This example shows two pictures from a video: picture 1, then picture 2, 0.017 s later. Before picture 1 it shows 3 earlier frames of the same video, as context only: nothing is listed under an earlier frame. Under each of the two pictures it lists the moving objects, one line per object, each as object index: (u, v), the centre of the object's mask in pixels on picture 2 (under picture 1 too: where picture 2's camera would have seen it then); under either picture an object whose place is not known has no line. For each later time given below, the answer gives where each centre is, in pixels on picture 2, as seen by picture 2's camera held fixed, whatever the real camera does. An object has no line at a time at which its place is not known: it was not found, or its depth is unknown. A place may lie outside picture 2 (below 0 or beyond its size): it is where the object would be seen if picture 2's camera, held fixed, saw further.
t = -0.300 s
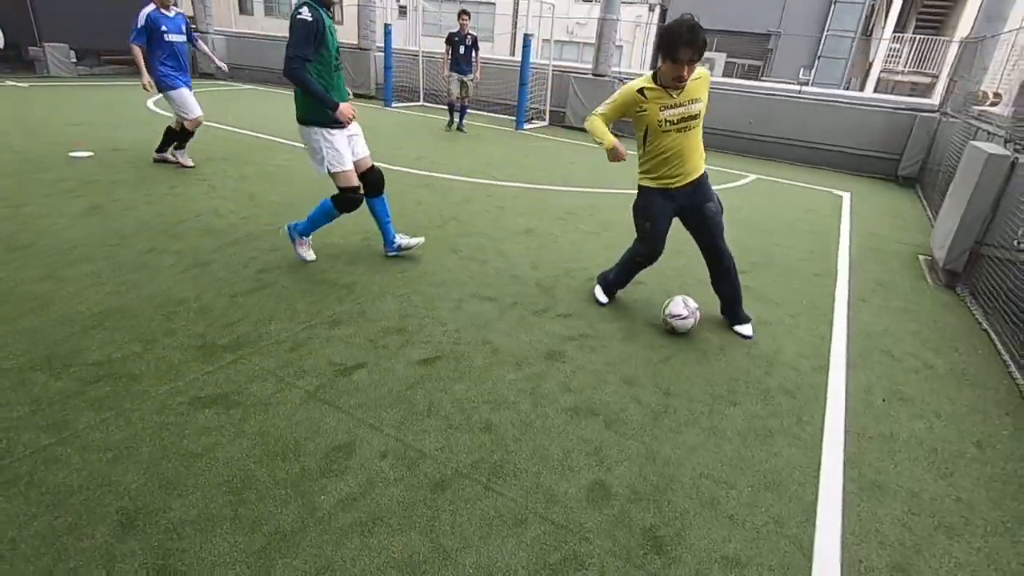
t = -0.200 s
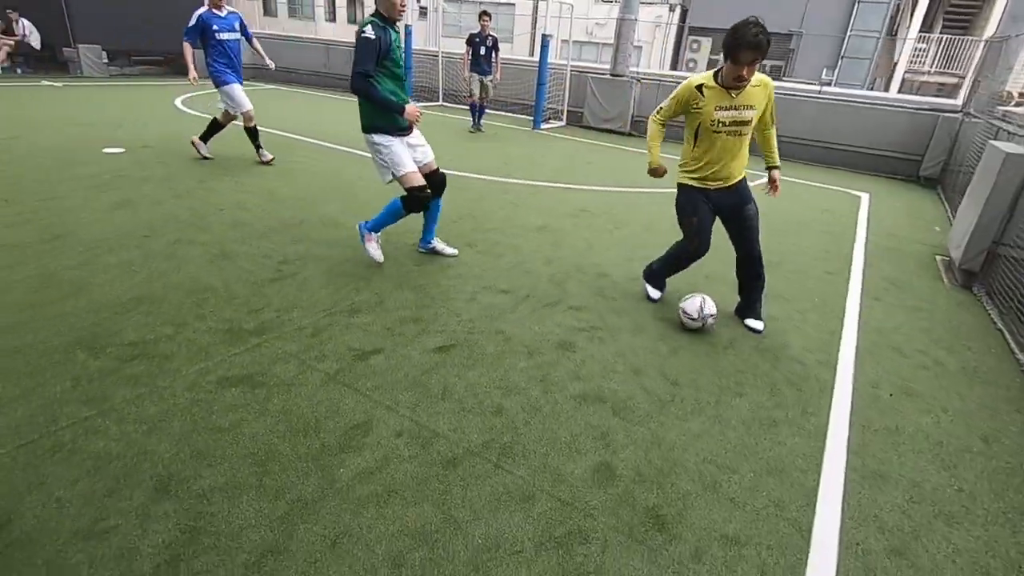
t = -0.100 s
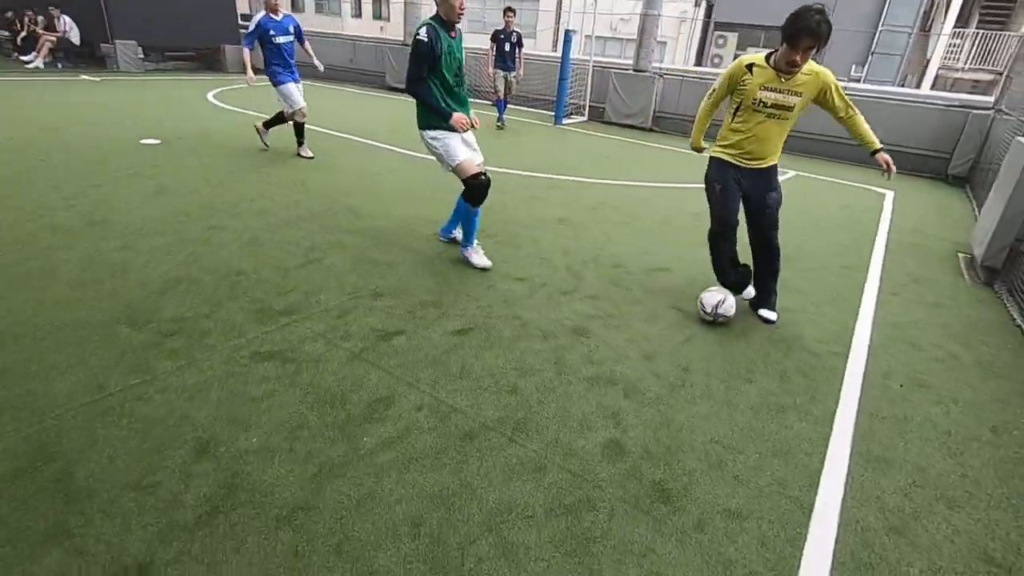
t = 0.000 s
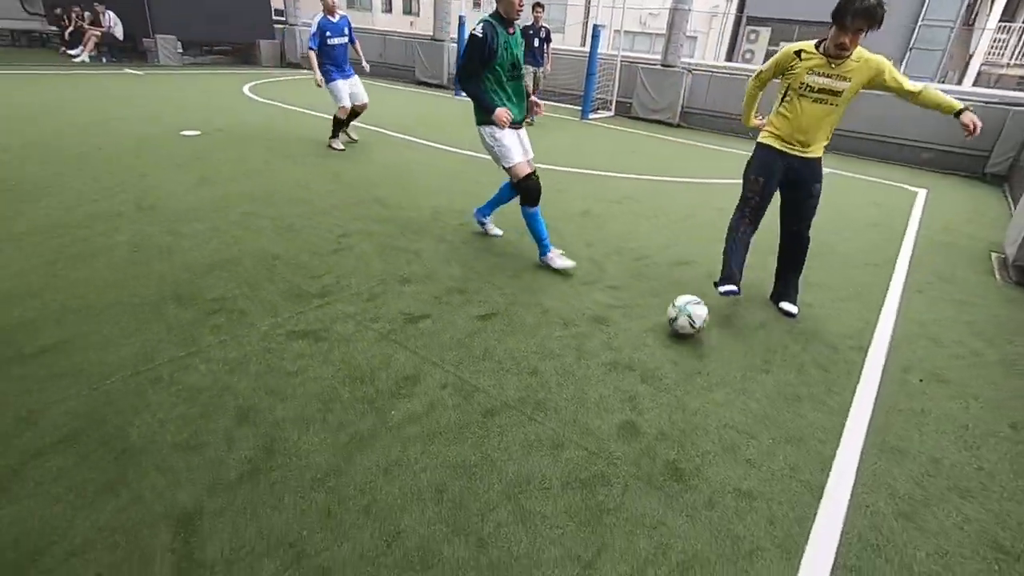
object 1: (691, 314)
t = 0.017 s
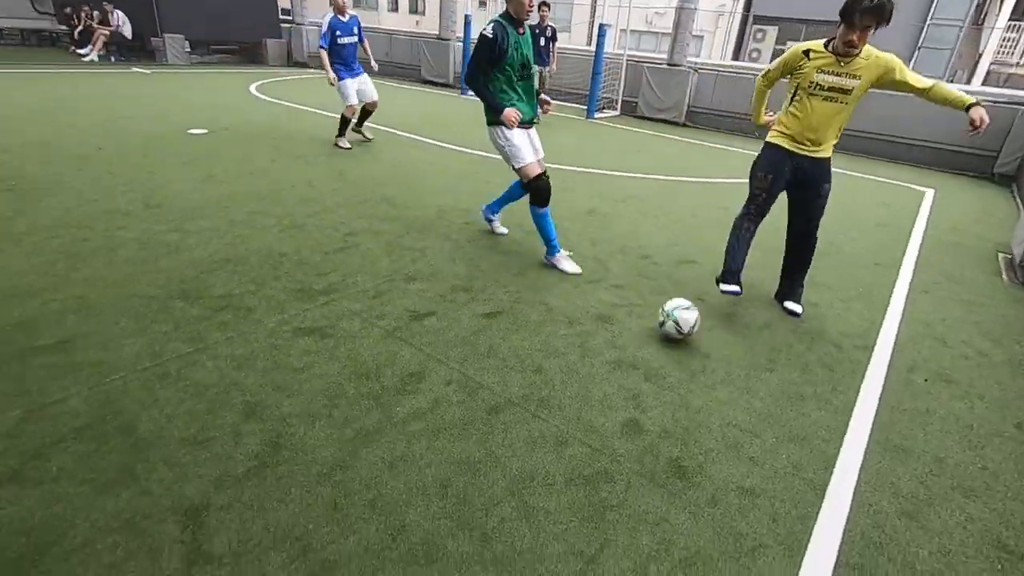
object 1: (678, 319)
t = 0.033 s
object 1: (666, 324)
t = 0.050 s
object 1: (651, 331)
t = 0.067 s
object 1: (636, 336)
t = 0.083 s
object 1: (623, 340)
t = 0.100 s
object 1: (608, 346)
